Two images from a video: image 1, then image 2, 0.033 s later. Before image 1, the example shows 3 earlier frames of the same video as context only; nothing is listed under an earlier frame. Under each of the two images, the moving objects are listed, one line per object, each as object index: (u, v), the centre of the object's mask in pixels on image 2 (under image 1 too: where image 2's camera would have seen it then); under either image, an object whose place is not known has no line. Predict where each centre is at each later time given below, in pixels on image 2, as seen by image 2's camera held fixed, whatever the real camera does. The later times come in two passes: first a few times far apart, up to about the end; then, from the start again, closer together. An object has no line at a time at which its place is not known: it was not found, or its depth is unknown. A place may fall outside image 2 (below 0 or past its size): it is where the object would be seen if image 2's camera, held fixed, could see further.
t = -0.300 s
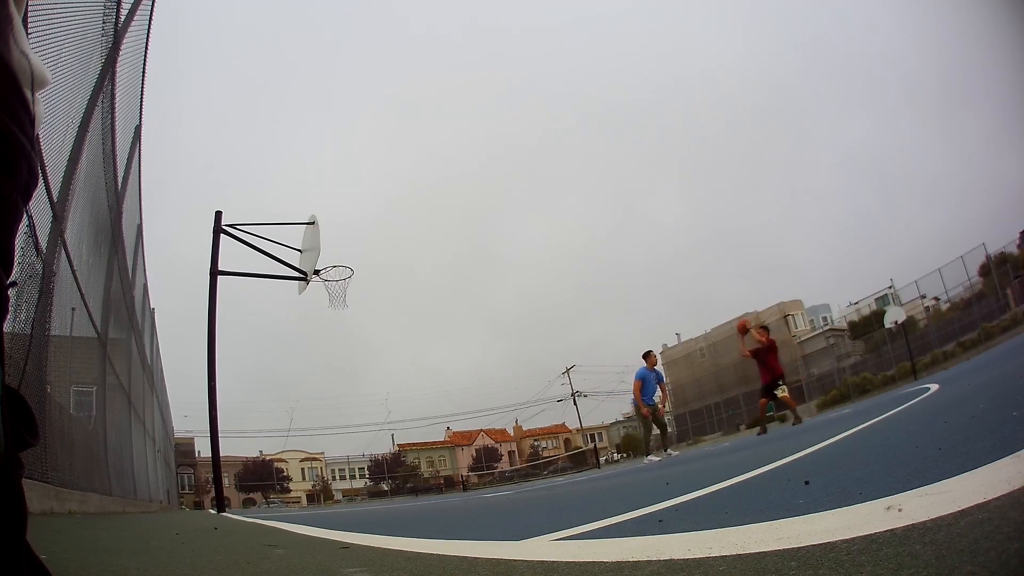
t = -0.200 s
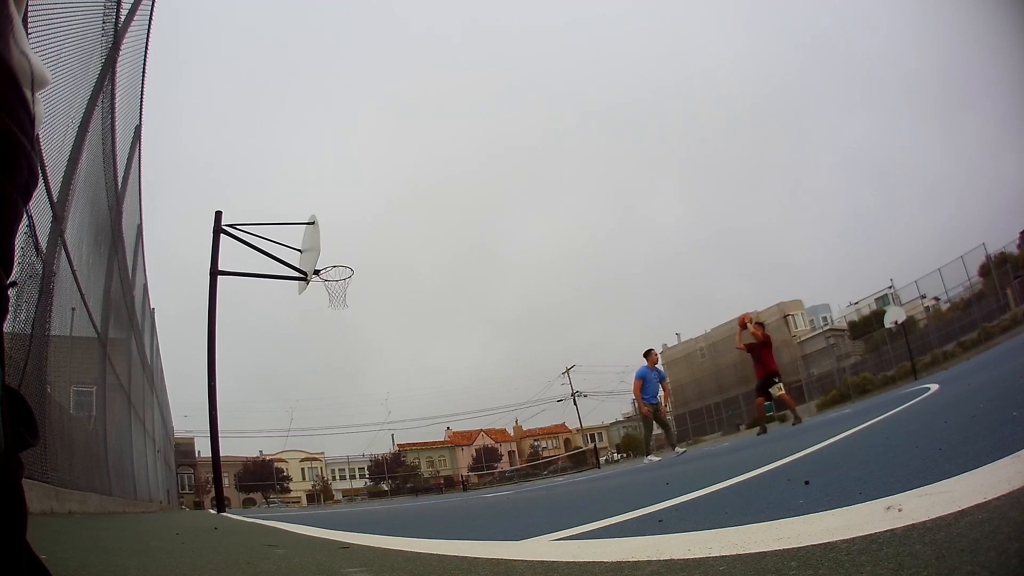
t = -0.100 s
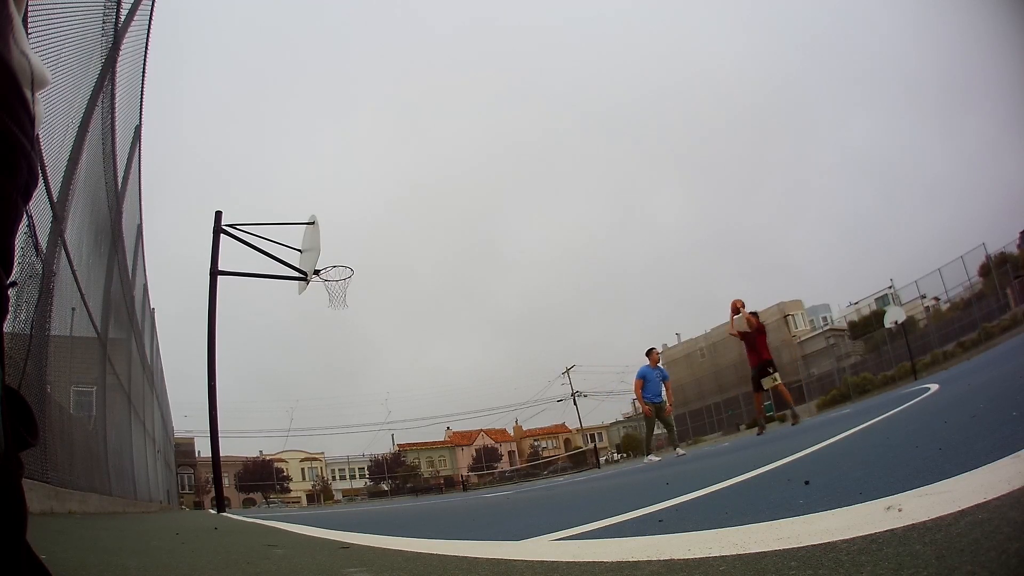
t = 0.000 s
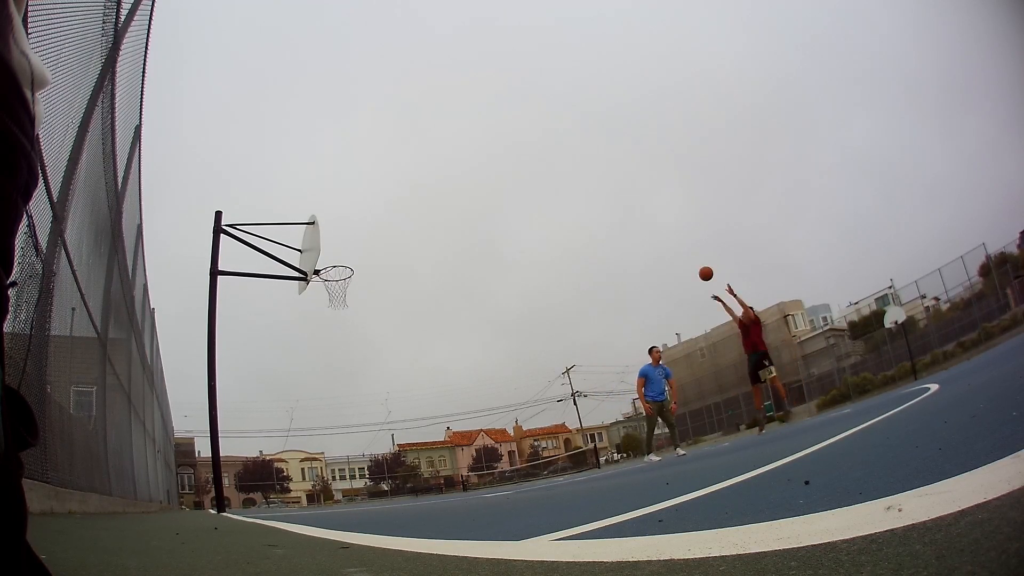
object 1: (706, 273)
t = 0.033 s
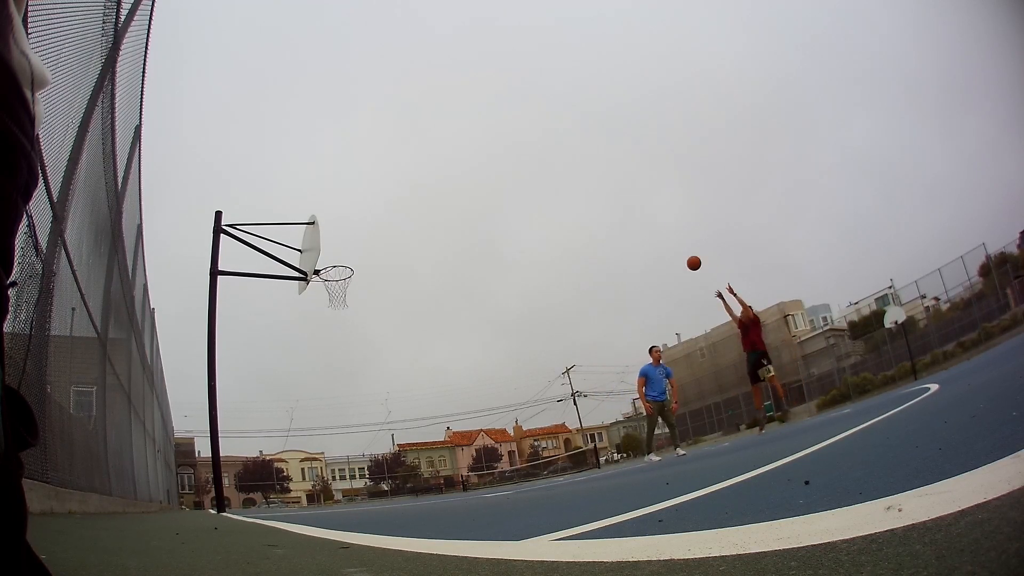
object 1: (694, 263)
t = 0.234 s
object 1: (622, 213)
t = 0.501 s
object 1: (529, 182)
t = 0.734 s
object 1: (451, 189)
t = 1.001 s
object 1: (361, 242)
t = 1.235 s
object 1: (358, 301)
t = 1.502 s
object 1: (412, 371)
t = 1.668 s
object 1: (452, 445)
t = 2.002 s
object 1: (494, 393)
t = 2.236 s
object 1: (519, 351)
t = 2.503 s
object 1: (555, 350)
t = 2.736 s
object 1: (594, 390)
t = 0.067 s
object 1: (682, 253)
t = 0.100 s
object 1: (670, 244)
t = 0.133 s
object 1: (658, 235)
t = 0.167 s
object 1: (645, 227)
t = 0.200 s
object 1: (633, 220)
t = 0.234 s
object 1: (622, 213)
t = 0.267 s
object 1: (610, 207)
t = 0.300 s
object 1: (598, 201)
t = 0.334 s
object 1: (586, 196)
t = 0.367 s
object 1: (574, 192)
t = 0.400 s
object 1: (563, 189)
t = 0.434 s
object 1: (552, 186)
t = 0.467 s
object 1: (540, 184)
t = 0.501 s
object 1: (529, 182)
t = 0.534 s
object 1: (518, 181)
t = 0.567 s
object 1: (506, 181)
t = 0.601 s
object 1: (495, 181)
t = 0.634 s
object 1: (484, 182)
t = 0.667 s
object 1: (473, 184)
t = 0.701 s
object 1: (462, 186)
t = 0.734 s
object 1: (451, 189)
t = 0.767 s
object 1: (440, 193)
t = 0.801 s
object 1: (429, 198)
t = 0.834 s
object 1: (417, 203)
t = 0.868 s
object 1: (406, 209)
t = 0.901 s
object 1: (395, 216)
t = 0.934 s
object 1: (384, 223)
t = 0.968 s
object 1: (372, 232)
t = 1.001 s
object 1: (361, 242)
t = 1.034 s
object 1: (349, 252)
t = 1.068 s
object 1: (337, 263)
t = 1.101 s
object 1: (327, 275)
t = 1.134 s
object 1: (335, 283)
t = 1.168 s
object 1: (345, 291)
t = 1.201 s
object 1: (352, 296)
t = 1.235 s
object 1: (358, 301)
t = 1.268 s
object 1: (364, 307)
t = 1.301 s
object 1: (370, 313)
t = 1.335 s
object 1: (377, 321)
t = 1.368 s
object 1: (383, 329)
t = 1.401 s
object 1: (390, 338)
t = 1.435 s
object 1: (397, 349)
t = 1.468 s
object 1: (404, 360)
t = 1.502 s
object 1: (412, 371)
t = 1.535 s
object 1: (419, 384)
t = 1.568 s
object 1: (427, 398)
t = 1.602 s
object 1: (435, 413)
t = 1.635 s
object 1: (444, 429)
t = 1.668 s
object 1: (452, 445)
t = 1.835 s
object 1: (478, 449)
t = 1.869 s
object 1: (481, 437)
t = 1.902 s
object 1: (484, 424)
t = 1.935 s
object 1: (488, 413)
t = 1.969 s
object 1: (491, 403)
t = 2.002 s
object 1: (494, 393)
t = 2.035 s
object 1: (497, 385)
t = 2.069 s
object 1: (501, 377)
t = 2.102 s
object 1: (504, 370)
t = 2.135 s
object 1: (508, 364)
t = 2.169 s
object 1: (512, 359)
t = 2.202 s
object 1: (515, 354)
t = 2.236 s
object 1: (519, 351)
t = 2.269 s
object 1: (523, 348)
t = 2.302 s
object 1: (527, 346)
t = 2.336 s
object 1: (532, 345)
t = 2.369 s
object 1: (536, 344)
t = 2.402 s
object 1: (541, 344)
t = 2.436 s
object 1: (545, 345)
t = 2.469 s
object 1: (550, 347)
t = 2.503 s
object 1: (555, 350)
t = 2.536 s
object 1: (560, 353)
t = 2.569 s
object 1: (566, 357)
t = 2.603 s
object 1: (571, 363)
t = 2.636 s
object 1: (577, 368)
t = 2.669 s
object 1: (582, 375)
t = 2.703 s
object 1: (588, 382)
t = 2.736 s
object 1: (594, 390)
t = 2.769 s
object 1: (600, 399)
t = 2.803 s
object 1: (606, 409)
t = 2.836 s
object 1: (613, 419)
